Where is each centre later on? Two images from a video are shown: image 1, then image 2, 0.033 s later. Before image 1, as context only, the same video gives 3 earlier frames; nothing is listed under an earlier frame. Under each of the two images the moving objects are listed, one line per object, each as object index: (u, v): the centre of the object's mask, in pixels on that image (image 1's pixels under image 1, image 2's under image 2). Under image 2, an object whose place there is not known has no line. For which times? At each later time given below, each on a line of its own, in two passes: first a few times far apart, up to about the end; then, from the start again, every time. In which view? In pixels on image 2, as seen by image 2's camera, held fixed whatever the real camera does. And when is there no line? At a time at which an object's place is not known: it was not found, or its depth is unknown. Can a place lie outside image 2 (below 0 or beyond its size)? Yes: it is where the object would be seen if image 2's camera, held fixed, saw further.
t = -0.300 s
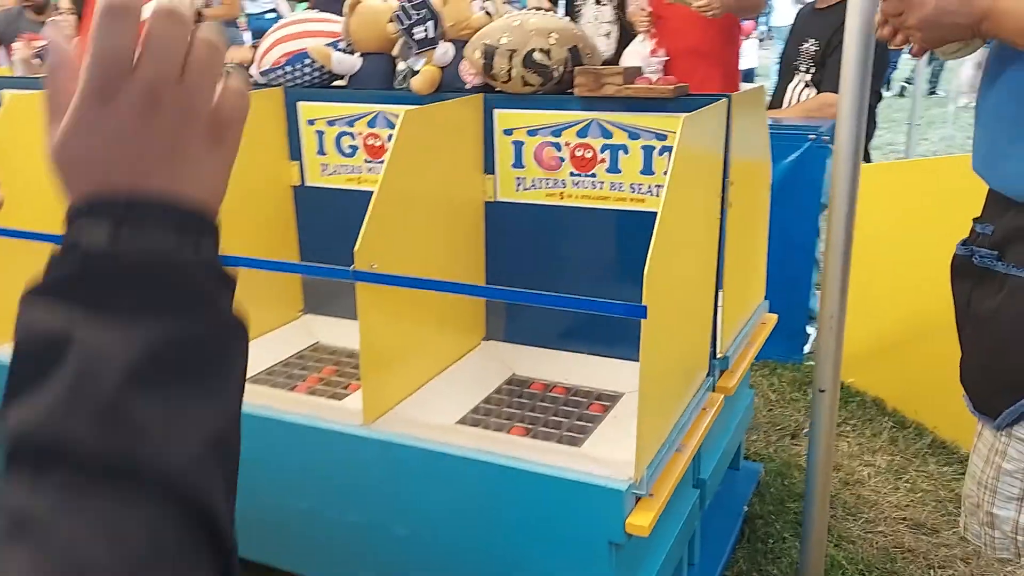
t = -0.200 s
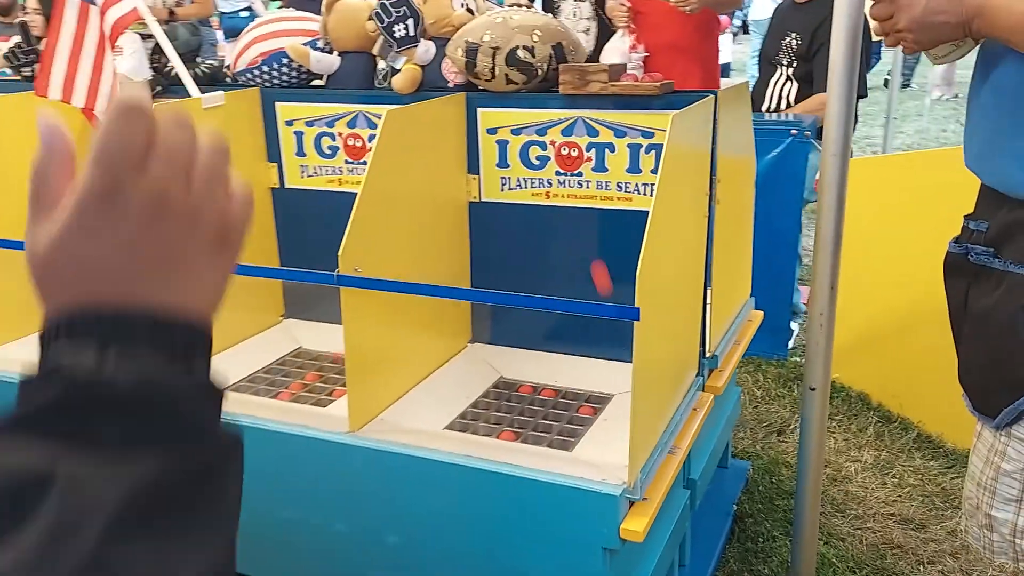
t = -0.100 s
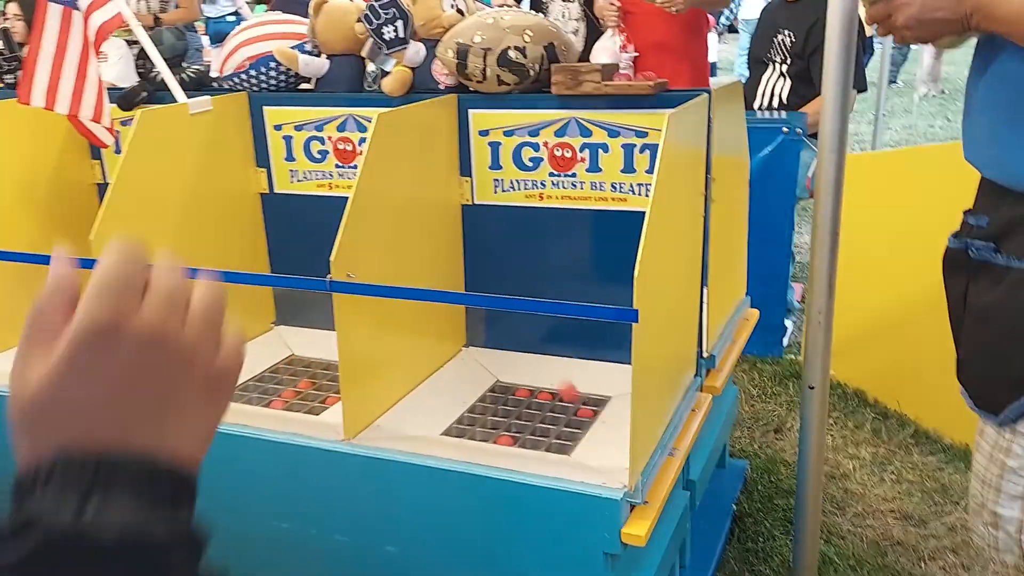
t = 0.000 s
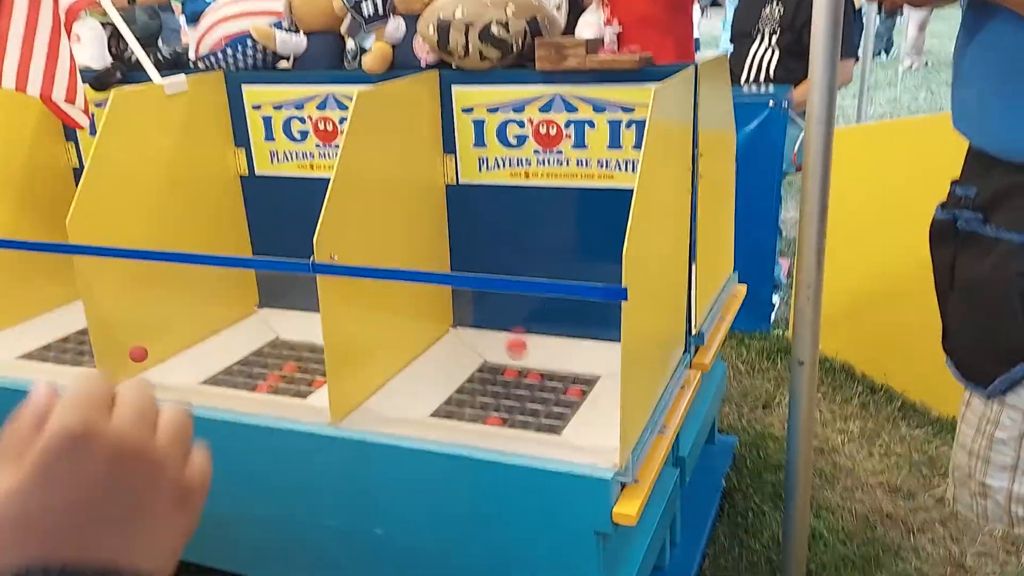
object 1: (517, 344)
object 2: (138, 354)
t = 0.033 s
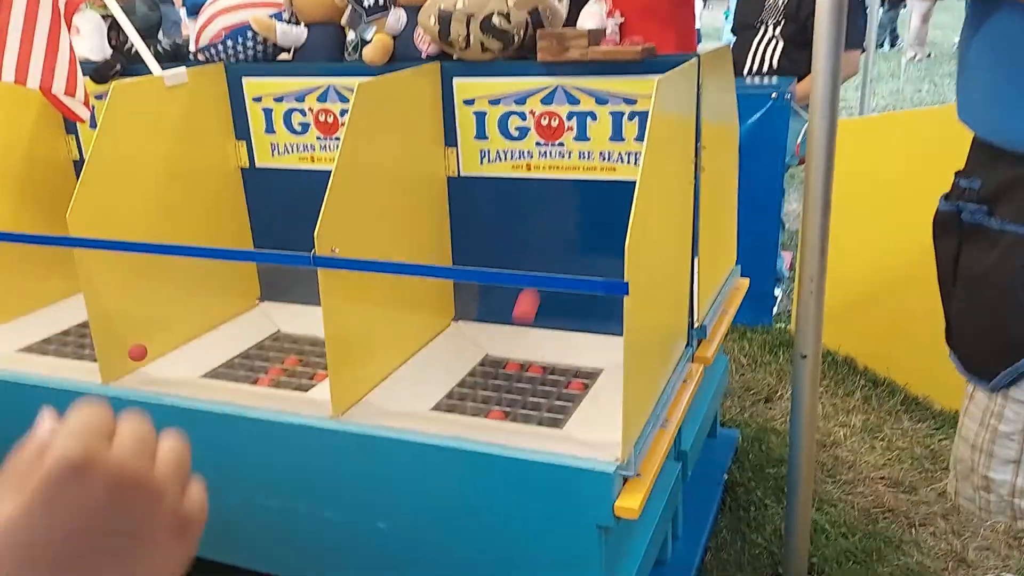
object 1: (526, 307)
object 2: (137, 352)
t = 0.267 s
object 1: (592, 266)
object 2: (247, 368)
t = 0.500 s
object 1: (613, 258)
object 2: (303, 361)
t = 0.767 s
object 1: (608, 376)
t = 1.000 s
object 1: (566, 368)
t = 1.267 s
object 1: (573, 393)
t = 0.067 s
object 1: (533, 292)
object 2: (153, 352)
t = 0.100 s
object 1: (546, 260)
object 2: (170, 355)
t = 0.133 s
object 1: (556, 249)
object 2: (188, 363)
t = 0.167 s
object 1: (565, 244)
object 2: (208, 377)
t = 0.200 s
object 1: (575, 246)
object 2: (222, 371)
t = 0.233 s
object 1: (584, 254)
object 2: (234, 366)
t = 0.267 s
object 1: (592, 266)
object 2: (247, 368)
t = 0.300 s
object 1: (603, 297)
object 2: (262, 375)
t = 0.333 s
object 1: (610, 312)
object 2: (270, 368)
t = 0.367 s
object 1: (616, 330)
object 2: (275, 363)
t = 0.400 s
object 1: (616, 308)
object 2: (280, 361)
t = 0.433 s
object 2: (289, 364)
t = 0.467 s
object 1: (614, 268)
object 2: (294, 361)
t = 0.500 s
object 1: (613, 258)
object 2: (303, 361)
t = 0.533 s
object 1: (612, 253)
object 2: (307, 359)
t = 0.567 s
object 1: (611, 253)
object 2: (312, 359)
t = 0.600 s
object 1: (610, 260)
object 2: (316, 360)
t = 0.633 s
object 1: (610, 269)
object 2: (322, 359)
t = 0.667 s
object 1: (609, 301)
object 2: (325, 359)
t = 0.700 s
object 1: (610, 319)
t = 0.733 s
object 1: (610, 353)
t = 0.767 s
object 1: (608, 376)
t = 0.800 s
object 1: (602, 354)
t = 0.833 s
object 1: (595, 340)
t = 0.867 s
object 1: (589, 334)
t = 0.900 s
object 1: (584, 333)
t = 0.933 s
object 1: (579, 337)
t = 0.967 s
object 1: (573, 349)
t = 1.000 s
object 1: (566, 368)
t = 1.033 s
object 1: (563, 380)
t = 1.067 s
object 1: (565, 370)
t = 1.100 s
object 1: (567, 364)
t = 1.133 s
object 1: (569, 364)
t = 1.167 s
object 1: (571, 370)
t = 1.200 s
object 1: (573, 381)
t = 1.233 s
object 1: (575, 401)
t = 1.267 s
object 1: (573, 393)
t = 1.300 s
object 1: (570, 392)
